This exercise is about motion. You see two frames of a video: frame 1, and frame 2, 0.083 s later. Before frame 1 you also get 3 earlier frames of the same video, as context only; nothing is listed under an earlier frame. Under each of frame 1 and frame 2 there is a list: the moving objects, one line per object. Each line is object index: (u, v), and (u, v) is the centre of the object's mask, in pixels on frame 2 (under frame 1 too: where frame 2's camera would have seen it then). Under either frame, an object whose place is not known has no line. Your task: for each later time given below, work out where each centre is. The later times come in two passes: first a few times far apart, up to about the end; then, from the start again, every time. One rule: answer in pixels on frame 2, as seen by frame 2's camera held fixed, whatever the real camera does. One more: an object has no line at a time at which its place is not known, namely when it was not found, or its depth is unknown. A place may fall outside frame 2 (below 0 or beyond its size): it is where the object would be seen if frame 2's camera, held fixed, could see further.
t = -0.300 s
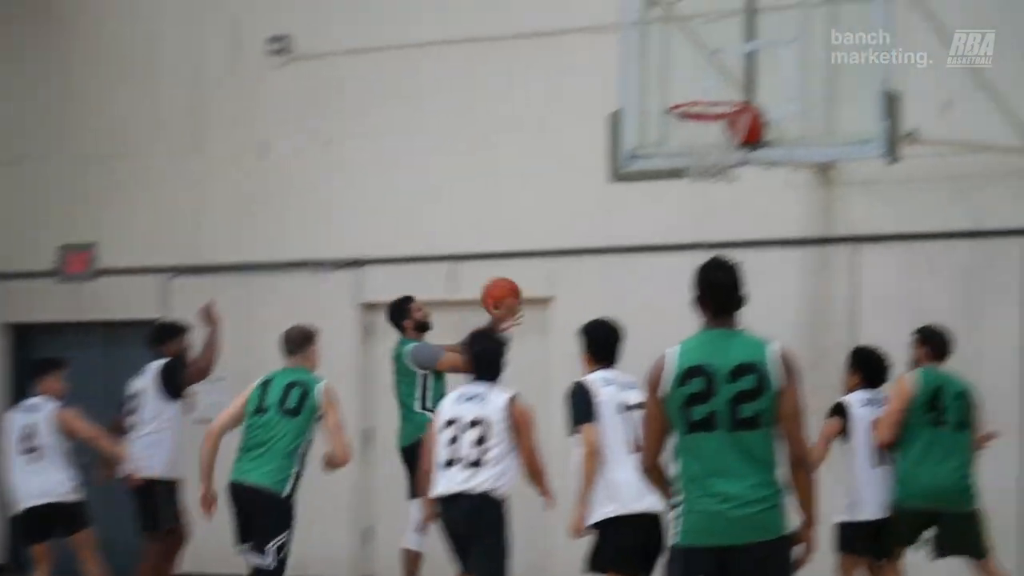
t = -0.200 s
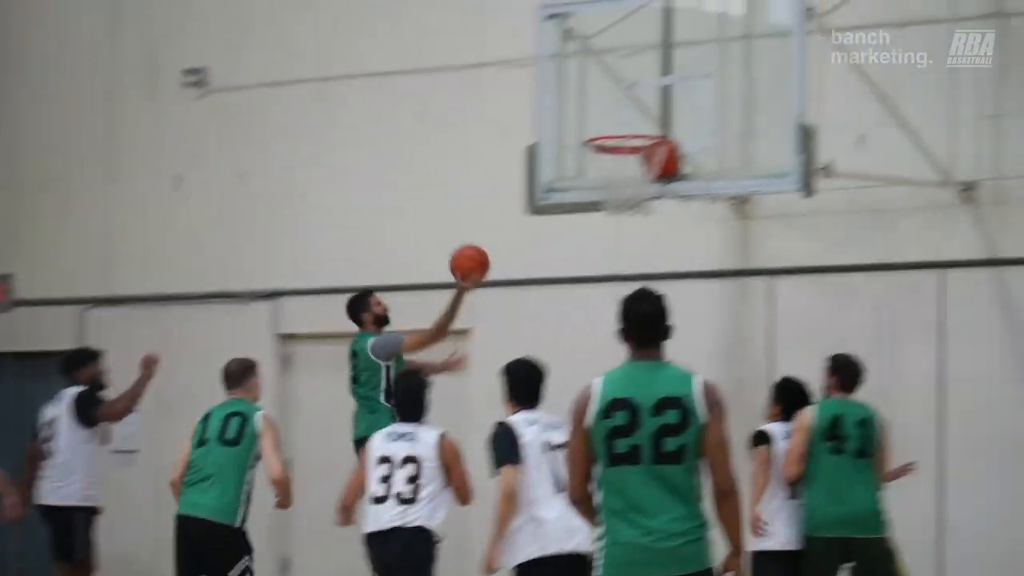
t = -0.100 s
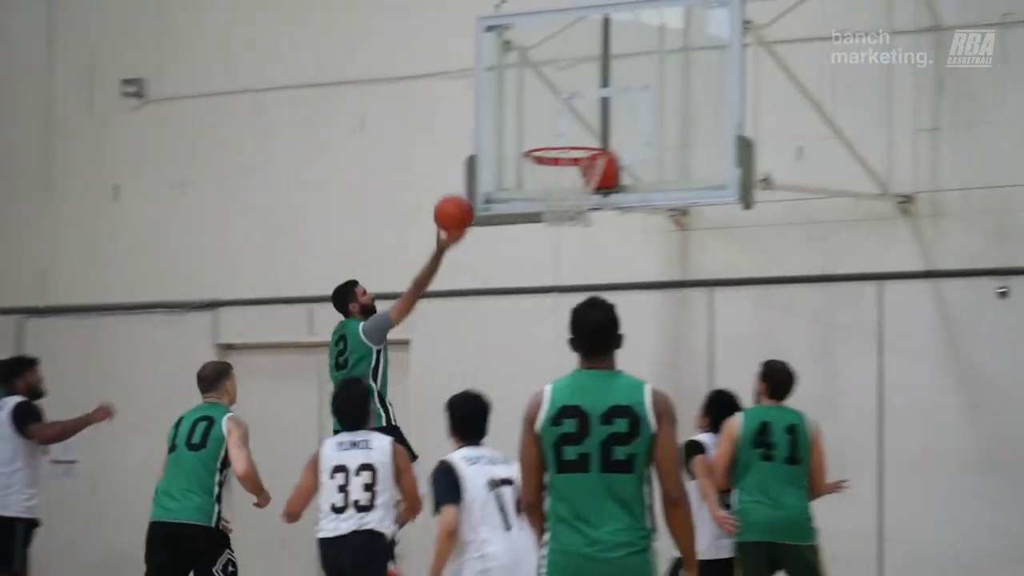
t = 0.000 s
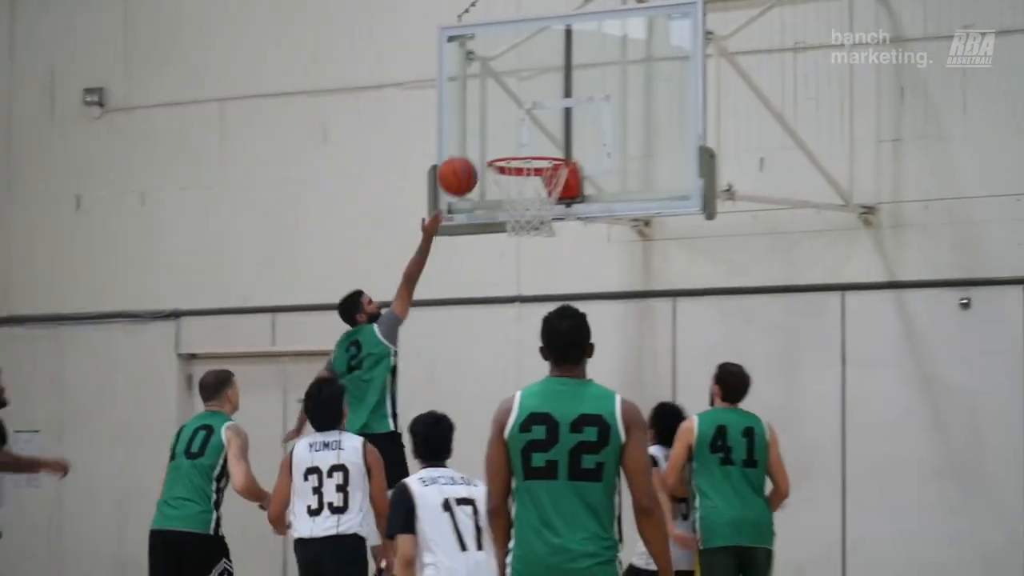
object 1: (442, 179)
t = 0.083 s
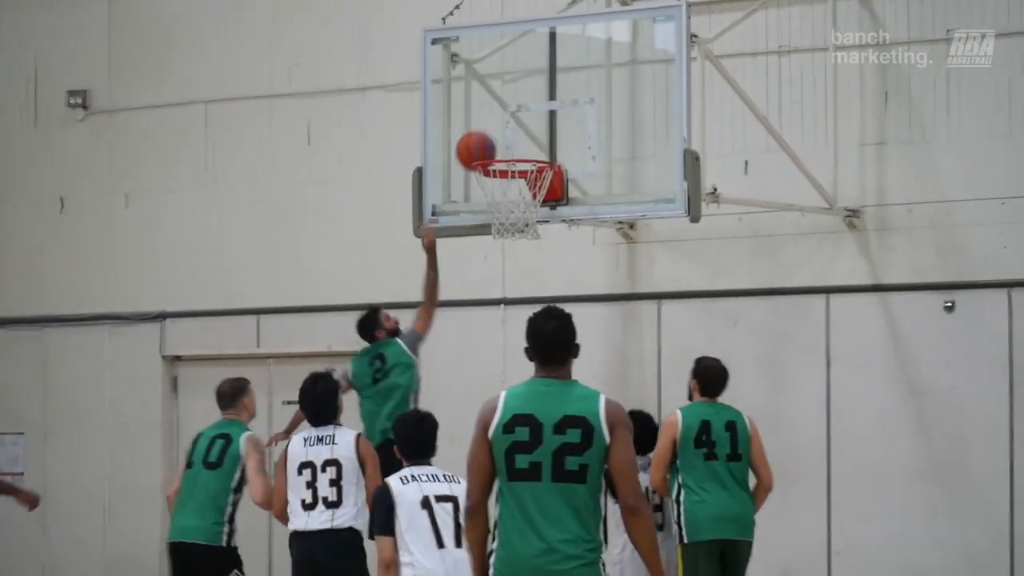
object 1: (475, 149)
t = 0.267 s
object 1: (485, 144)
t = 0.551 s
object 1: (515, 175)
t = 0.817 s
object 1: (517, 240)
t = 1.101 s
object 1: (504, 370)
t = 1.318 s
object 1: (496, 571)
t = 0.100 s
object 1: (478, 146)
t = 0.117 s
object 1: (479, 144)
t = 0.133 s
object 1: (480, 143)
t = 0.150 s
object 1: (480, 142)
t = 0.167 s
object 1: (481, 141)
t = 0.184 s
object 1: (482, 140)
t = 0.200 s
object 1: (482, 140)
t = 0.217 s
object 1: (483, 141)
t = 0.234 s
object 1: (484, 141)
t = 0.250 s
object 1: (484, 142)
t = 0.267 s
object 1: (485, 144)
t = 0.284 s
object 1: (485, 145)
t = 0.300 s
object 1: (487, 145)
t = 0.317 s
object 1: (488, 144)
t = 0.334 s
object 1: (491, 143)
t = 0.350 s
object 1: (493, 143)
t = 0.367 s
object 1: (495, 142)
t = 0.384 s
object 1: (497, 143)
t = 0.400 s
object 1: (498, 143)
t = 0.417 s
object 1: (500, 144)
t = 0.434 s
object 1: (502, 145)
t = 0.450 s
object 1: (504, 146)
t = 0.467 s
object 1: (506, 147)
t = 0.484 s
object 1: (508, 149)
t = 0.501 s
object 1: (510, 160)
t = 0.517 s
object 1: (511, 164)
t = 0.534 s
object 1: (513, 169)
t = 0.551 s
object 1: (515, 175)
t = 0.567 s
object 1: (516, 181)
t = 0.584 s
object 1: (519, 186)
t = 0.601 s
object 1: (521, 191)
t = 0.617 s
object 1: (522, 197)
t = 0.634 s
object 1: (522, 201)
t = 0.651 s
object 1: (522, 206)
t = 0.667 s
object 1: (522, 209)
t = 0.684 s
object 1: (522, 210)
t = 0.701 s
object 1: (523, 212)
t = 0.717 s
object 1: (523, 214)
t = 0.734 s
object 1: (522, 216)
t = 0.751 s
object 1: (521, 218)
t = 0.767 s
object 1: (522, 220)
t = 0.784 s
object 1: (519, 235)
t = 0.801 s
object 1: (518, 237)
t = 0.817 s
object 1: (517, 240)
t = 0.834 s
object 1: (517, 242)
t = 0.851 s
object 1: (516, 245)
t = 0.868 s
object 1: (516, 248)
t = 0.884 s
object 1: (515, 252)
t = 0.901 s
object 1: (514, 258)
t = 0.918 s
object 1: (513, 264)
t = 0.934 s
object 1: (512, 272)
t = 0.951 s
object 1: (511, 279)
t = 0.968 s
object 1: (510, 287)
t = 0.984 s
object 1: (509, 296)
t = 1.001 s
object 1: (509, 305)
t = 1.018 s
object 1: (507, 315)
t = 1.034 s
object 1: (507, 325)
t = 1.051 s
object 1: (506, 335)
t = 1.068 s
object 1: (505, 347)
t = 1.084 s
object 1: (505, 358)
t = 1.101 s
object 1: (504, 370)
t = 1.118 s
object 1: (503, 383)
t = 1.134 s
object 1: (503, 396)
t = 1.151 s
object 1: (502, 409)
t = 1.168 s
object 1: (501, 423)
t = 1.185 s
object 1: (501, 437)
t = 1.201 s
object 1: (500, 453)
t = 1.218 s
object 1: (500, 468)
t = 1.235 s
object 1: (499, 484)
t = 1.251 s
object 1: (498, 501)
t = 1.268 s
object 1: (498, 517)
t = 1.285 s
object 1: (497, 535)
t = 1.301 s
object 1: (496, 553)
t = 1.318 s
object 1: (496, 571)
